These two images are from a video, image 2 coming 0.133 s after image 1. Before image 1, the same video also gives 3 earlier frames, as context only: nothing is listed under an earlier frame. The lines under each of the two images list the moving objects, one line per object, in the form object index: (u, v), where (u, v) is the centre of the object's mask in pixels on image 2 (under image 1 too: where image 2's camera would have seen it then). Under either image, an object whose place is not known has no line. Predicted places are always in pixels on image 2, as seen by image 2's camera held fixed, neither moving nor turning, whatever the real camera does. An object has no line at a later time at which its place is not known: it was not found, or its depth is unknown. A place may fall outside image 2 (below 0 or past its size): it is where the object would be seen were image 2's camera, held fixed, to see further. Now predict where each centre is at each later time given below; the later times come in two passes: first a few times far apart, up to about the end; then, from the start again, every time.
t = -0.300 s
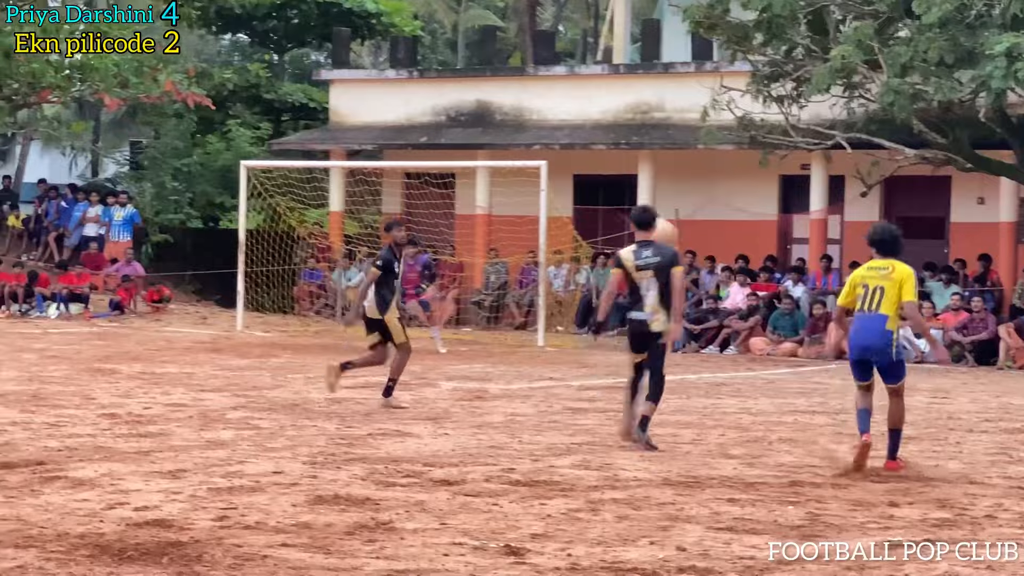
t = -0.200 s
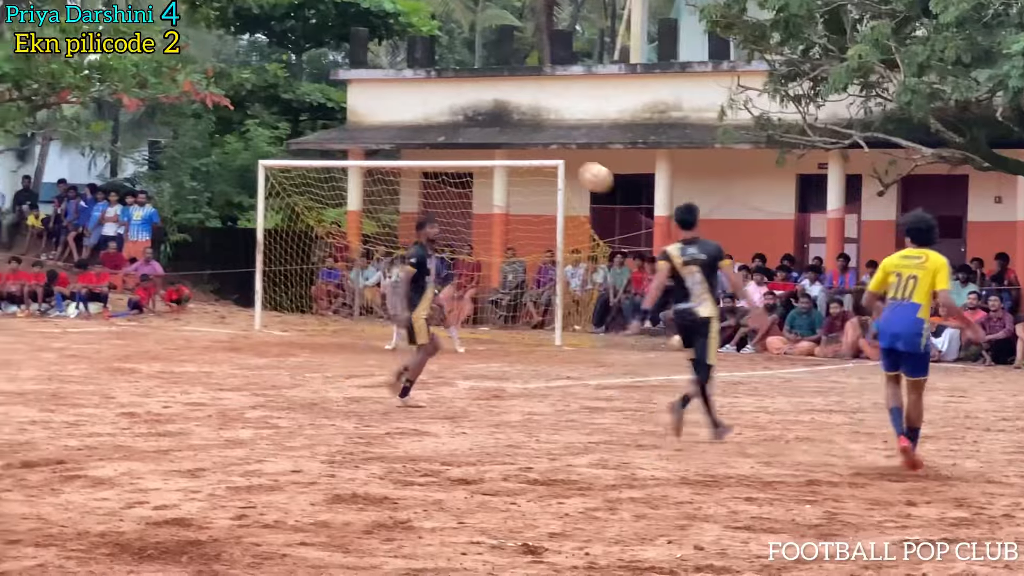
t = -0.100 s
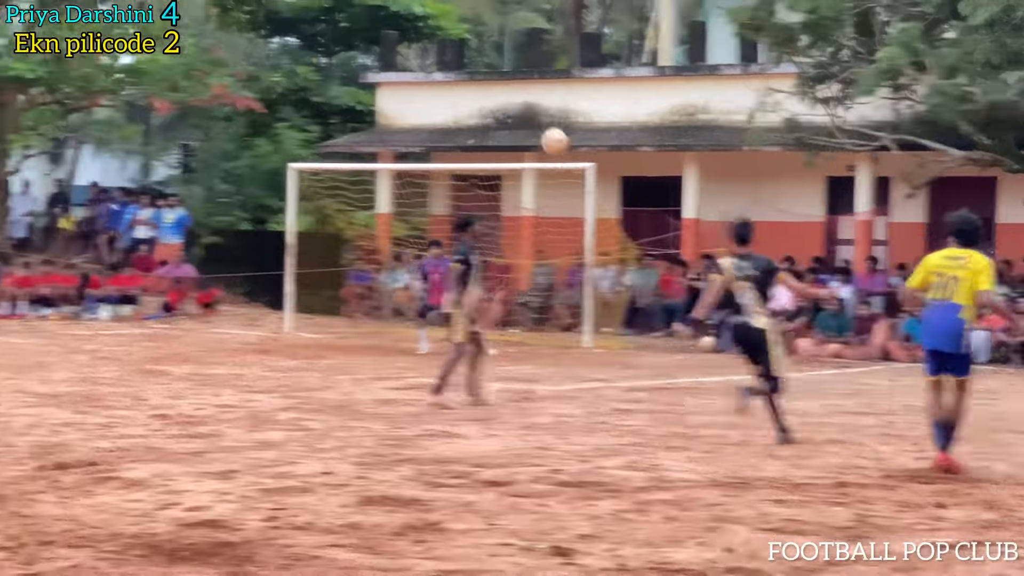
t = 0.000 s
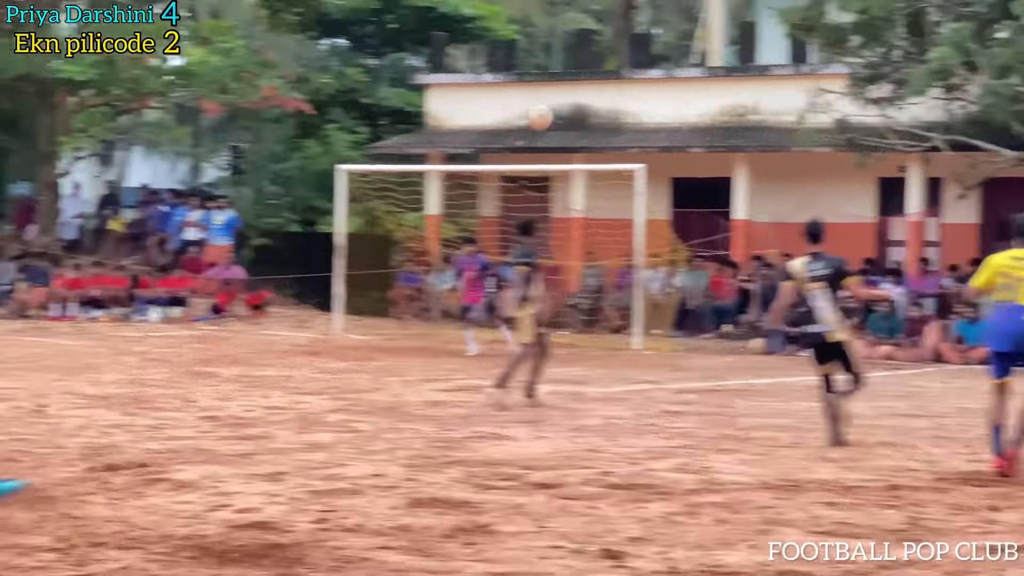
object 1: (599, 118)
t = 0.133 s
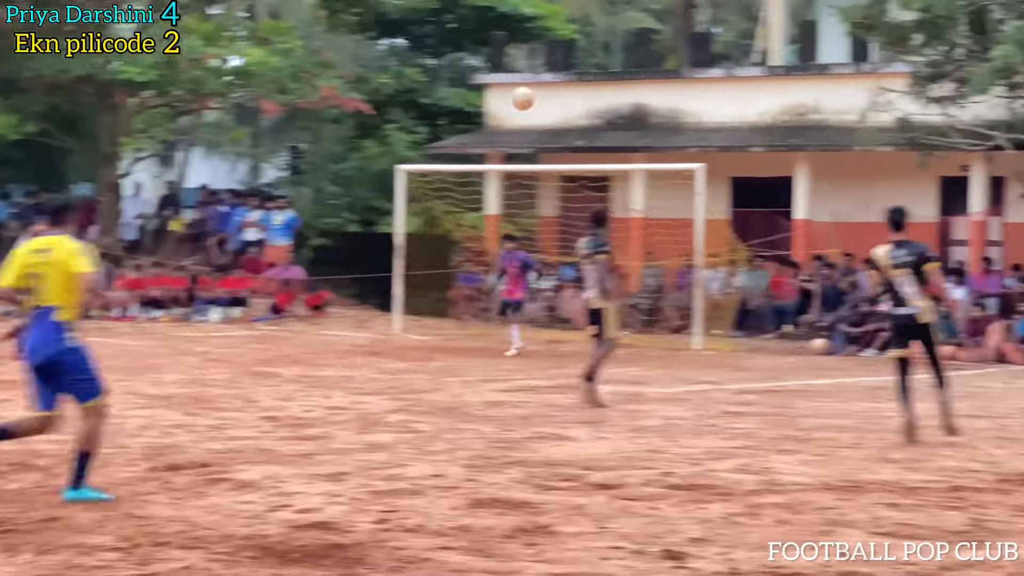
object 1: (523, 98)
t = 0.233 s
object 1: (471, 96)
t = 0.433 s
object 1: (377, 110)
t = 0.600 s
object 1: (306, 141)
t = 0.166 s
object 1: (505, 97)
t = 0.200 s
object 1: (488, 96)
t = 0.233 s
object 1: (471, 96)
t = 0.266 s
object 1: (454, 96)
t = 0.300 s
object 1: (438, 97)
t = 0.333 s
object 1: (422, 99)
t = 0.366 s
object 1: (407, 102)
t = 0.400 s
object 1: (391, 106)
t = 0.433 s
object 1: (377, 110)
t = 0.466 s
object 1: (362, 115)
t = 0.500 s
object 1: (347, 120)
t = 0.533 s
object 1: (333, 126)
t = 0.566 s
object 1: (320, 133)
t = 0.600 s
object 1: (306, 141)
